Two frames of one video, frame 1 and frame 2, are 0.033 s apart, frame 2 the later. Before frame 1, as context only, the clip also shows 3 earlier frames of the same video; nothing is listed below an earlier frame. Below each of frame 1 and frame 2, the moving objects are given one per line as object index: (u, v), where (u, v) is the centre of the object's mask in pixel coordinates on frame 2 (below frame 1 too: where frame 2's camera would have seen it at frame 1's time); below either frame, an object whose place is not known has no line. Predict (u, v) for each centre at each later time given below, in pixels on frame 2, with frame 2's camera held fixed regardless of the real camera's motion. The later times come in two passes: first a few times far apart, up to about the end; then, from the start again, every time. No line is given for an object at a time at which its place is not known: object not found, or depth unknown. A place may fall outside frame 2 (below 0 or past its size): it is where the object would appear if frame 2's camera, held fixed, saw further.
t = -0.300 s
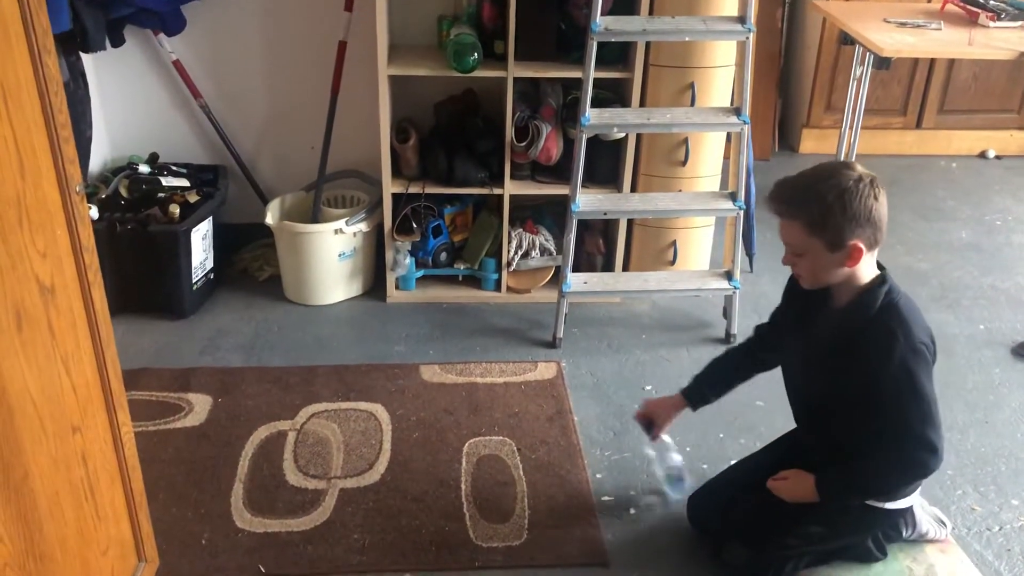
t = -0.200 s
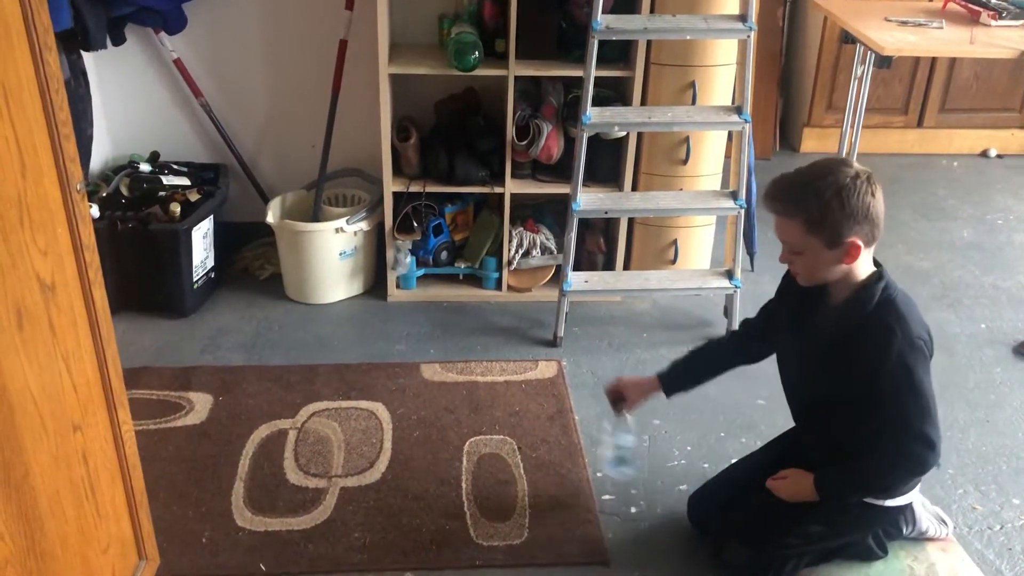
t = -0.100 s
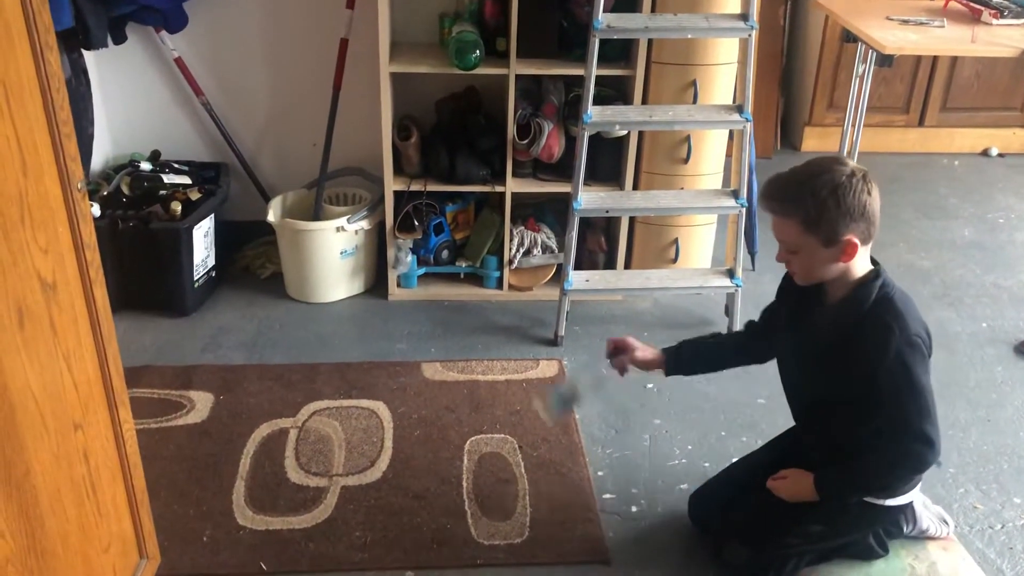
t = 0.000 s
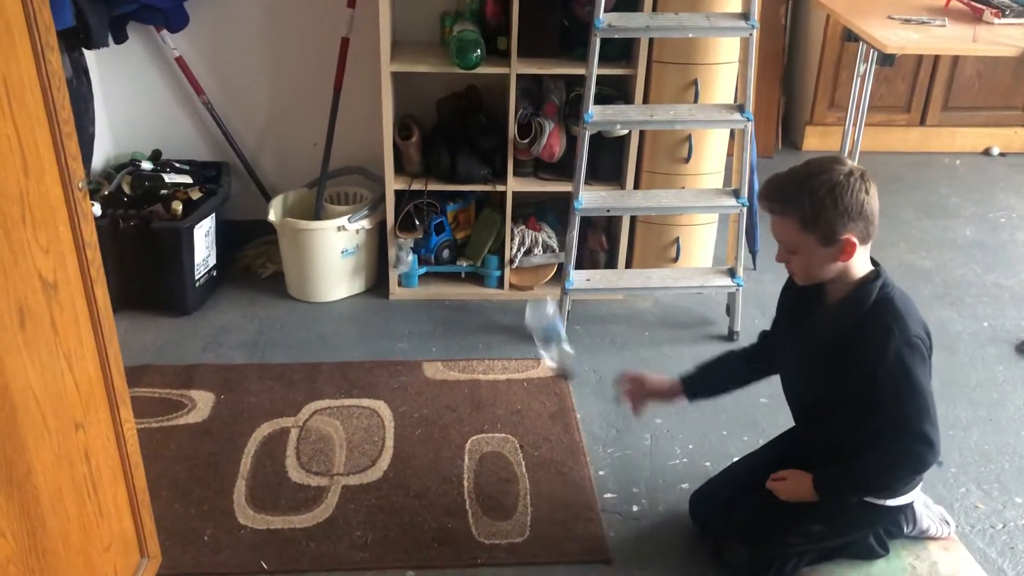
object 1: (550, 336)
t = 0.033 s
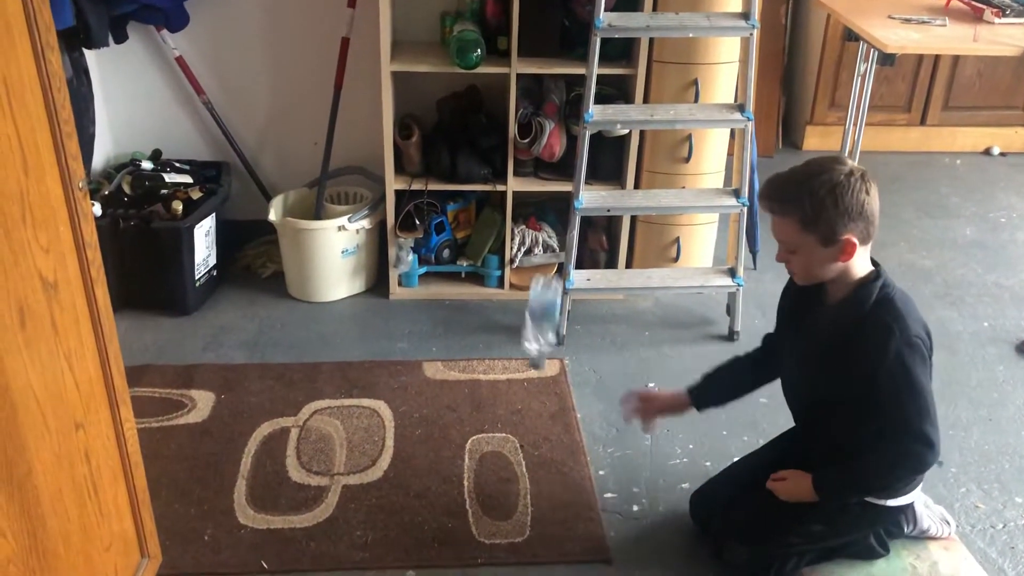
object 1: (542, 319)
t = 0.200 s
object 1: (515, 301)
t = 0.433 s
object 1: (480, 471)
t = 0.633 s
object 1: (455, 509)
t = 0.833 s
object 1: (454, 509)
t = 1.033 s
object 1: (454, 510)
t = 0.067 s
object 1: (536, 304)
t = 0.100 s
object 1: (531, 296)
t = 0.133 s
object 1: (526, 292)
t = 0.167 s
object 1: (520, 296)
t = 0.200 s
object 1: (515, 301)
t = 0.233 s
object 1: (508, 314)
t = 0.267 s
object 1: (503, 329)
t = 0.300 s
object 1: (499, 347)
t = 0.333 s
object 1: (493, 374)
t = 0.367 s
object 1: (487, 402)
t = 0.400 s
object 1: (484, 433)
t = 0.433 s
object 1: (480, 471)
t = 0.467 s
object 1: (469, 501)
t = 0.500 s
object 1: (464, 505)
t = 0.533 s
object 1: (459, 506)
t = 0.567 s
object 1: (456, 507)
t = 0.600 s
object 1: (455, 509)
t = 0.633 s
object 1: (455, 509)
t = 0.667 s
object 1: (455, 509)
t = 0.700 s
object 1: (454, 509)
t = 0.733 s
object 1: (454, 509)
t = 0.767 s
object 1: (454, 509)
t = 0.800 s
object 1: (454, 509)
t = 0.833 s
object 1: (454, 509)
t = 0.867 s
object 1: (454, 509)
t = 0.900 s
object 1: (454, 509)
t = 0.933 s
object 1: (453, 509)
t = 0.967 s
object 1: (453, 510)
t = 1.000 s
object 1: (453, 510)
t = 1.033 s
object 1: (454, 510)
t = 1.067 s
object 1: (453, 510)
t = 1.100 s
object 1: (453, 510)
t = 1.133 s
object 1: (453, 510)
